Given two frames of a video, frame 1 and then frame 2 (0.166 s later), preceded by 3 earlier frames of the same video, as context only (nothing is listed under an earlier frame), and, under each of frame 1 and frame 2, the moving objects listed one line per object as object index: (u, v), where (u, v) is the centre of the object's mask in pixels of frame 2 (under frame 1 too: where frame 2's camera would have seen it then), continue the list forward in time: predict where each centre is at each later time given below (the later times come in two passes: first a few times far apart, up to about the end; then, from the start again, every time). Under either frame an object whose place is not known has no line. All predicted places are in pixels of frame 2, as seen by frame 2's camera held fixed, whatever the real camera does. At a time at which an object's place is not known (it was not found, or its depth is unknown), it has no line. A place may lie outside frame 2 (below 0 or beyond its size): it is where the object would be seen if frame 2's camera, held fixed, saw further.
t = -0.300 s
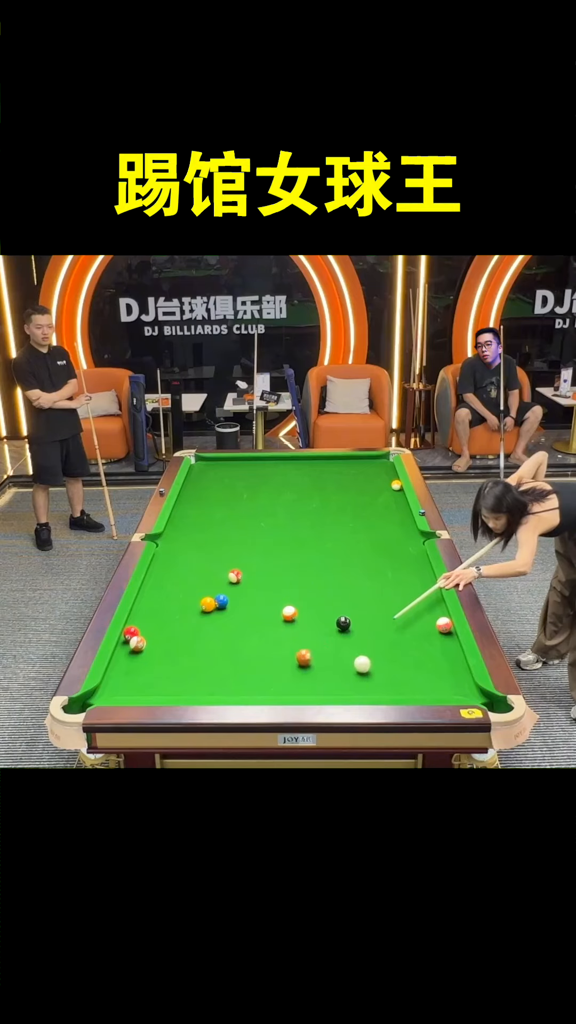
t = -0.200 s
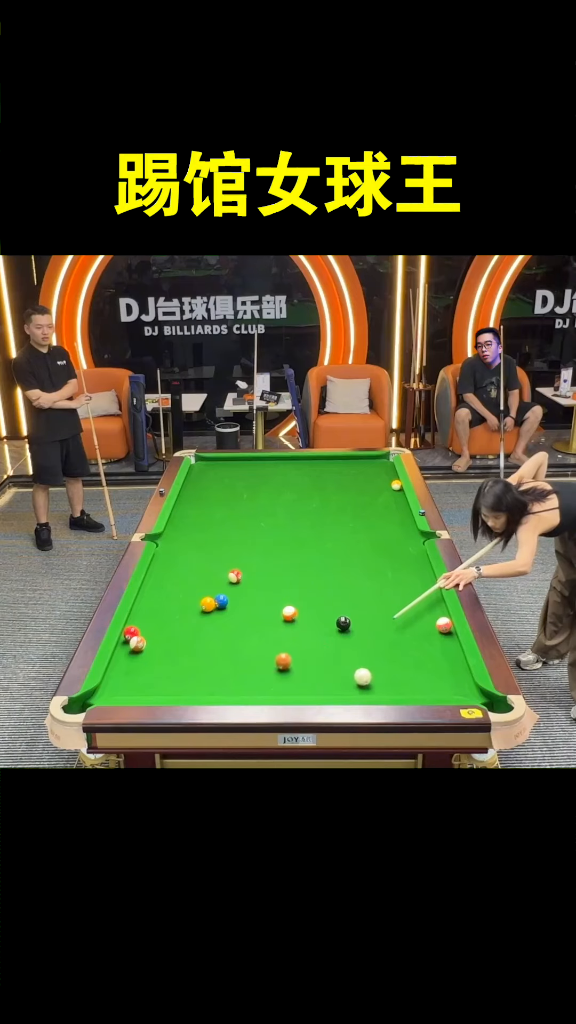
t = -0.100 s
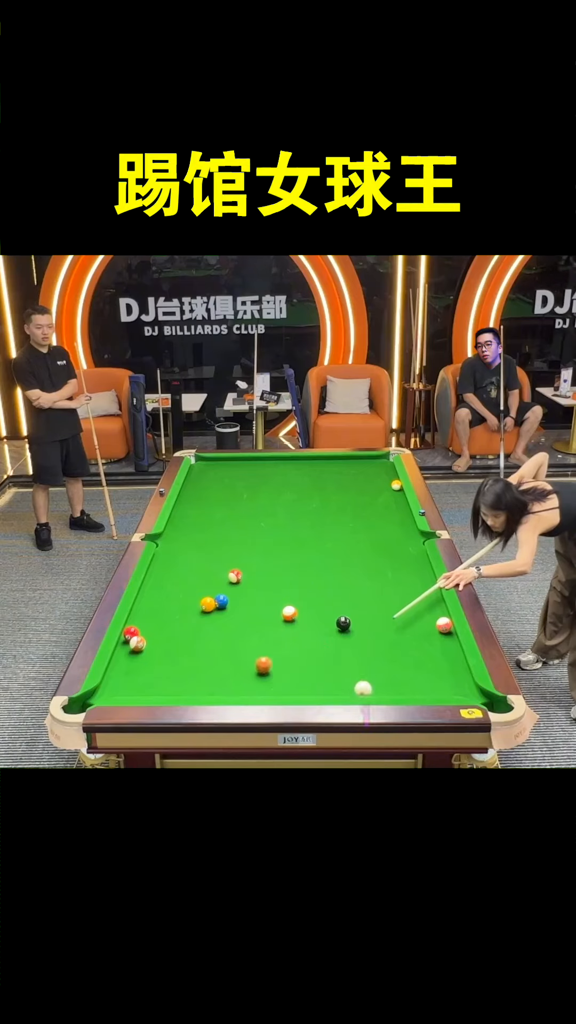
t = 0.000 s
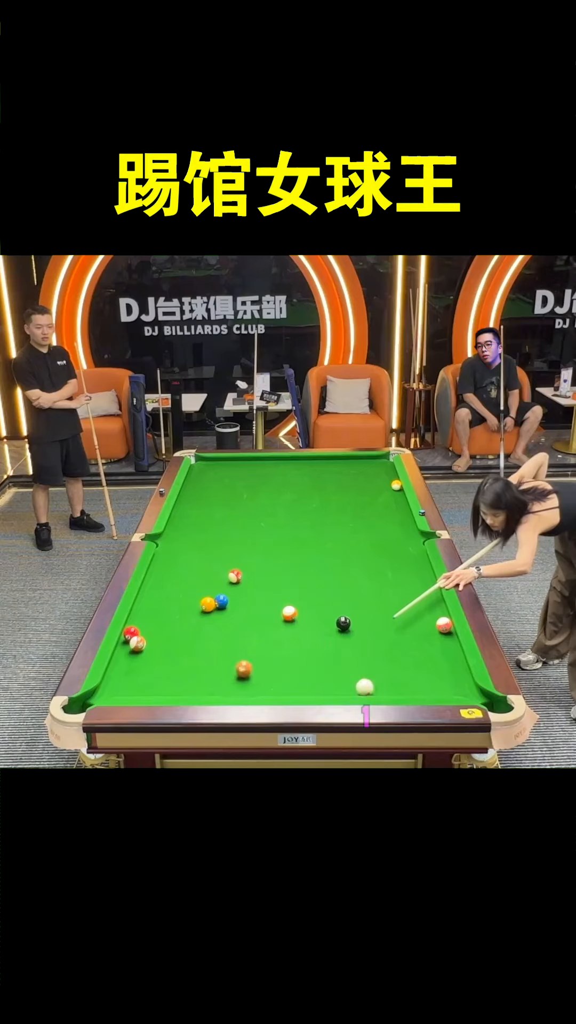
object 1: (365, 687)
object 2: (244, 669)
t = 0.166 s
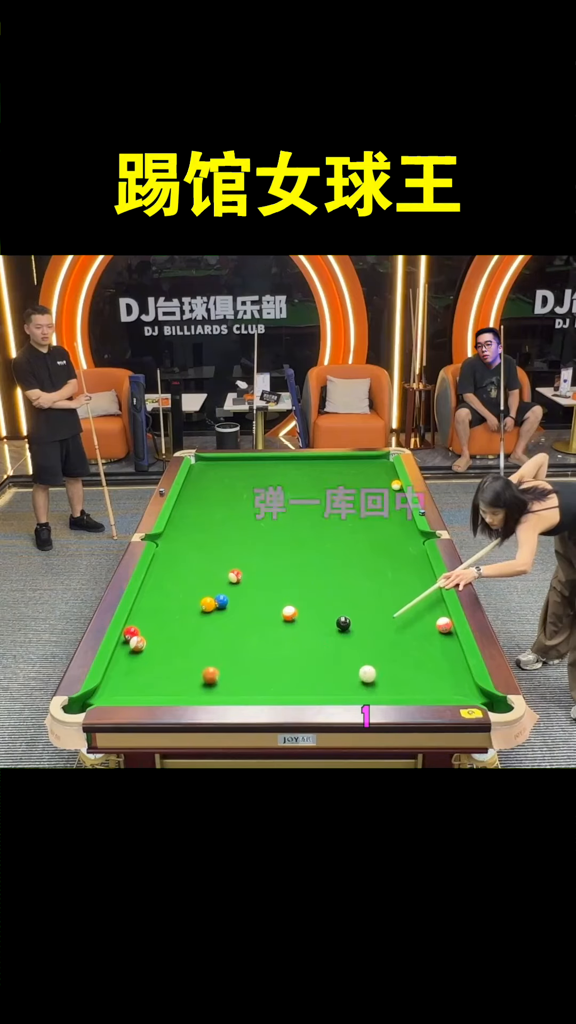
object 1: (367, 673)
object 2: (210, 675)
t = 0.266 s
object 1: (369, 666)
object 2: (191, 679)
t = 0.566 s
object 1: (374, 646)
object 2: (132, 689)
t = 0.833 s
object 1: (377, 631)
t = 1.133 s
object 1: (380, 616)
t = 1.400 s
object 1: (383, 604)
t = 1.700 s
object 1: (385, 593)
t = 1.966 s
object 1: (387, 584)
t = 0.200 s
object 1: (368, 671)
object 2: (204, 677)
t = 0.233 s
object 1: (368, 669)
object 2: (197, 678)
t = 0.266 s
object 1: (369, 666)
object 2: (191, 679)
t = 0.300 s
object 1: (370, 664)
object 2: (184, 680)
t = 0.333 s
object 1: (370, 662)
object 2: (177, 682)
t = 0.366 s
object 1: (371, 659)
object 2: (171, 683)
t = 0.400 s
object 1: (371, 657)
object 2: (164, 684)
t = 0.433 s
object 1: (372, 655)
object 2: (157, 685)
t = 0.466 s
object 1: (372, 652)
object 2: (151, 686)
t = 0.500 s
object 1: (373, 650)
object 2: (145, 687)
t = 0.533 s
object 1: (373, 648)
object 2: (138, 688)
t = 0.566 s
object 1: (374, 646)
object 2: (132, 689)
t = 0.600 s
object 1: (374, 644)
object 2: (125, 690)
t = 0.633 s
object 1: (374, 642)
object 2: (118, 691)
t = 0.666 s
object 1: (375, 640)
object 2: (111, 692)
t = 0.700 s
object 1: (375, 638)
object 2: (104, 694)
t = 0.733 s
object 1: (376, 636)
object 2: (97, 696)
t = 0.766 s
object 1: (376, 634)
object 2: (91, 698)
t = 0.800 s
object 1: (377, 633)
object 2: (85, 703)
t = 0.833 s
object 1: (377, 631)
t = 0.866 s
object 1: (378, 629)
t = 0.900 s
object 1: (378, 627)
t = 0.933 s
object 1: (378, 626)
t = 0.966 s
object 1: (379, 624)
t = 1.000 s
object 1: (379, 622)
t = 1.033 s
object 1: (379, 621)
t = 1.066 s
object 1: (380, 619)
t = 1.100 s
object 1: (380, 618)
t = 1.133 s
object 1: (380, 616)
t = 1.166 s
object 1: (381, 614)
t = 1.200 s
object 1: (381, 613)
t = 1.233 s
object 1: (382, 612)
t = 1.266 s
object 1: (382, 610)
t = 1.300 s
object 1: (382, 609)
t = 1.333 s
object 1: (383, 607)
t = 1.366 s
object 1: (383, 606)
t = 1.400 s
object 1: (383, 604)
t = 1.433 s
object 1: (383, 603)
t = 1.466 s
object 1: (384, 602)
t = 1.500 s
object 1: (384, 601)
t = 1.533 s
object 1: (384, 599)
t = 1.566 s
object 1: (384, 598)
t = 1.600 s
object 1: (385, 597)
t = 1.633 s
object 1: (385, 596)
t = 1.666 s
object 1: (385, 594)
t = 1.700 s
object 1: (385, 593)
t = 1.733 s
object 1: (385, 592)
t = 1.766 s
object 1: (386, 591)
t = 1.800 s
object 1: (386, 590)
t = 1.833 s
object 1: (386, 589)
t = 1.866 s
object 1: (386, 588)
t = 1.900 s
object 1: (387, 586)
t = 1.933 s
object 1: (387, 585)
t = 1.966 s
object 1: (387, 584)
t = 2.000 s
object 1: (387, 583)
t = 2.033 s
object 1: (387, 582)
